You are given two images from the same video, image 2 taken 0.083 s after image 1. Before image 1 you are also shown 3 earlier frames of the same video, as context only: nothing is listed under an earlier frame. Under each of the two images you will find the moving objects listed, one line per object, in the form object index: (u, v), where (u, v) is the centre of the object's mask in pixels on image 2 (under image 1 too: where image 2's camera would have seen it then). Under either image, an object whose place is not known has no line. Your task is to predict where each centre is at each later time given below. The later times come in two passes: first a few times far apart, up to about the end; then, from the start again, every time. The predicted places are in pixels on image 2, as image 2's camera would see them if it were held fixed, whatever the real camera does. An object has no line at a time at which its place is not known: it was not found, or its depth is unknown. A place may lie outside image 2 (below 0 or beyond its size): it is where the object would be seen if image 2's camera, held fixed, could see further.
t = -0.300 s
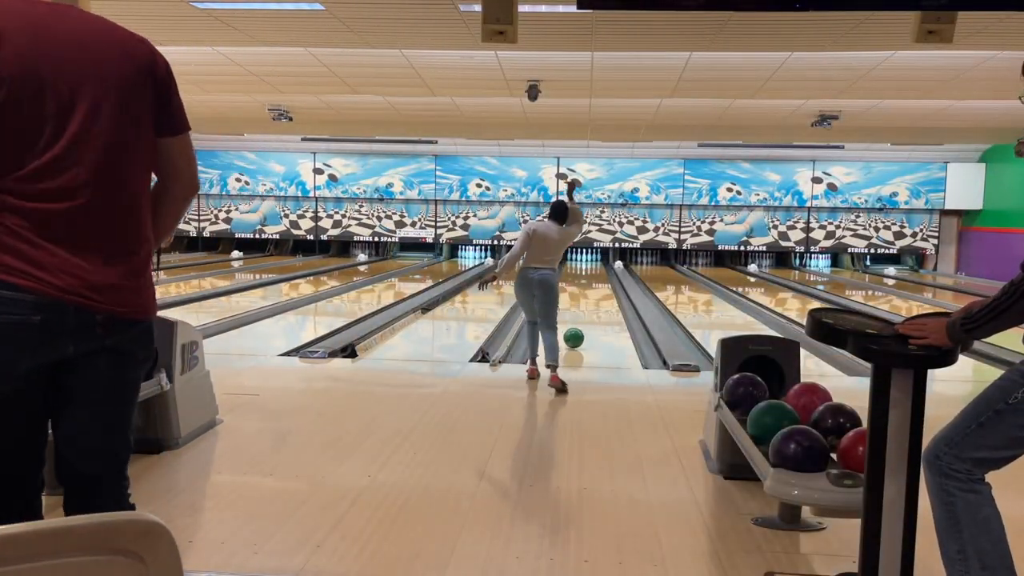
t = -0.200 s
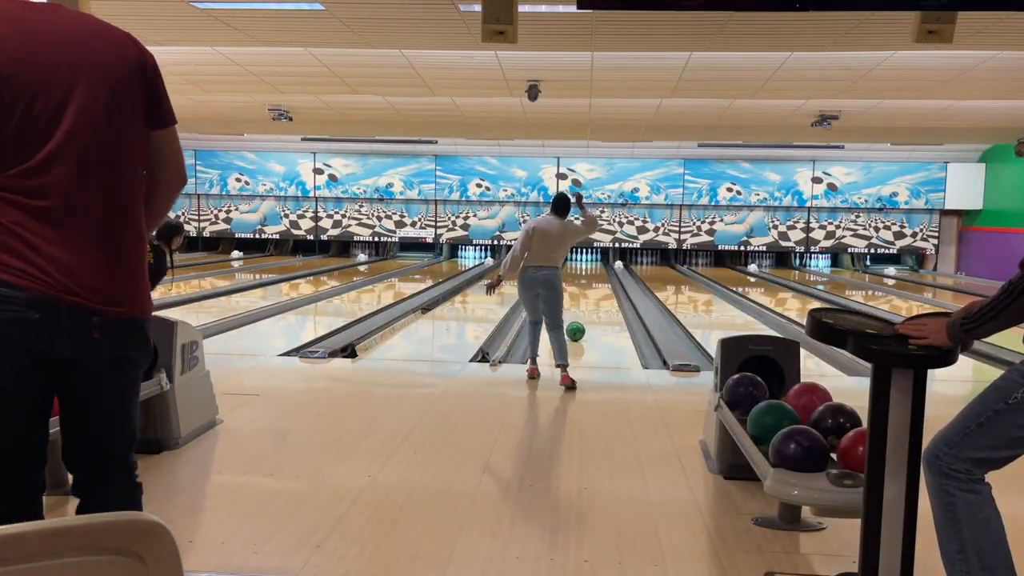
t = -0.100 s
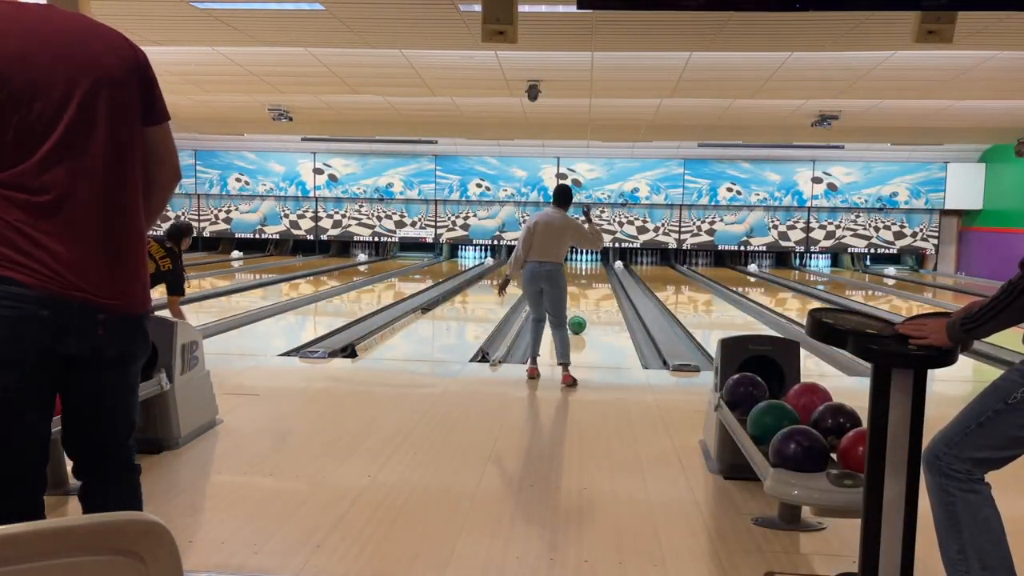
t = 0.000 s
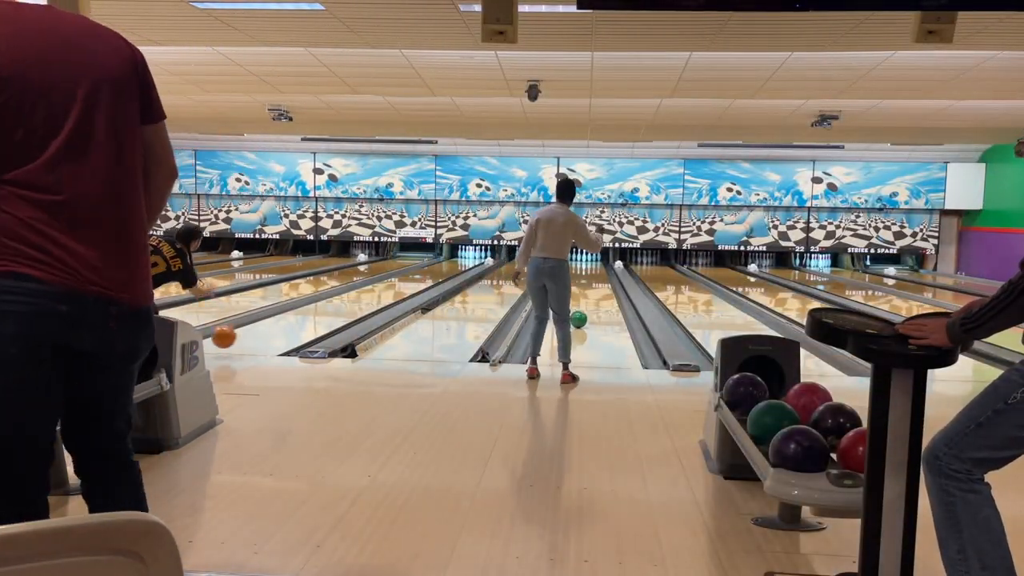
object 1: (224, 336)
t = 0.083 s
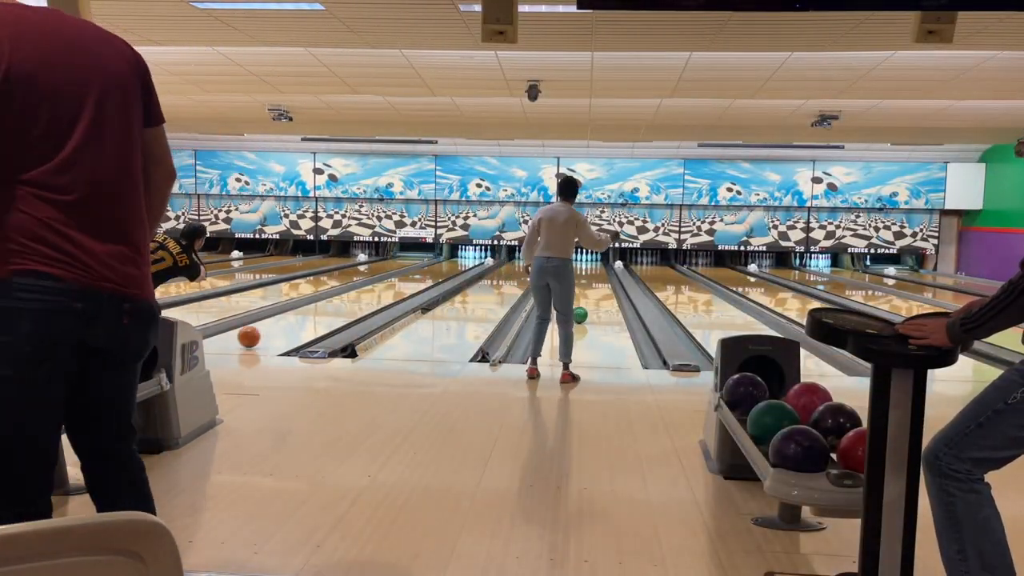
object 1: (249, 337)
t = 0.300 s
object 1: (300, 320)
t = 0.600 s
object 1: (351, 303)
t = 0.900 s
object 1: (386, 291)
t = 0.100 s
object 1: (253, 335)
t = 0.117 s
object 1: (258, 333)
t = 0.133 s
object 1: (262, 332)
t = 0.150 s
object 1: (266, 331)
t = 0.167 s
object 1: (271, 330)
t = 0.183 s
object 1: (275, 329)
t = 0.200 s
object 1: (278, 327)
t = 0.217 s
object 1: (282, 326)
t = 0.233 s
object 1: (286, 325)
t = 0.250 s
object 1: (290, 324)
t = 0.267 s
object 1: (294, 322)
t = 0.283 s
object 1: (297, 321)
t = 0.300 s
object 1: (300, 320)
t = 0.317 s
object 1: (304, 319)
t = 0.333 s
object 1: (307, 318)
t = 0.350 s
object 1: (310, 317)
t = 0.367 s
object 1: (313, 316)
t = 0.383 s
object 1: (316, 315)
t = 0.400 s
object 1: (319, 313)
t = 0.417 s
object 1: (322, 312)
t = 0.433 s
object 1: (325, 311)
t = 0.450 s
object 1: (328, 310)
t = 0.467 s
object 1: (331, 309)
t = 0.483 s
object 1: (334, 309)
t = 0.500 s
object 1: (336, 308)
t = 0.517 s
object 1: (339, 307)
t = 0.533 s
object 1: (341, 306)
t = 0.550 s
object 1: (344, 305)
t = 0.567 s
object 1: (346, 304)
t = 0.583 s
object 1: (349, 304)
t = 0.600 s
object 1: (351, 303)
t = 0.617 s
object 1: (353, 302)
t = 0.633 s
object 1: (355, 301)
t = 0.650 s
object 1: (358, 301)
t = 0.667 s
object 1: (360, 300)
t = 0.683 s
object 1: (362, 299)
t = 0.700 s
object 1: (364, 298)
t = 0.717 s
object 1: (366, 298)
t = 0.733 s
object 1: (368, 297)
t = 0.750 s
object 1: (370, 296)
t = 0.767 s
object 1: (372, 295)
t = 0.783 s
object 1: (374, 295)
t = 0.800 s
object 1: (376, 294)
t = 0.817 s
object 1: (378, 294)
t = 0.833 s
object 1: (379, 293)
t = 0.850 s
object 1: (381, 293)
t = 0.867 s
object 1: (383, 292)
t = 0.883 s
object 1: (384, 291)
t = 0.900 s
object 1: (386, 291)
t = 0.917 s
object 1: (388, 290)
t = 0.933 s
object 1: (390, 290)
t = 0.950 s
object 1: (391, 289)
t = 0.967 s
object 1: (393, 288)
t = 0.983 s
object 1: (394, 288)
